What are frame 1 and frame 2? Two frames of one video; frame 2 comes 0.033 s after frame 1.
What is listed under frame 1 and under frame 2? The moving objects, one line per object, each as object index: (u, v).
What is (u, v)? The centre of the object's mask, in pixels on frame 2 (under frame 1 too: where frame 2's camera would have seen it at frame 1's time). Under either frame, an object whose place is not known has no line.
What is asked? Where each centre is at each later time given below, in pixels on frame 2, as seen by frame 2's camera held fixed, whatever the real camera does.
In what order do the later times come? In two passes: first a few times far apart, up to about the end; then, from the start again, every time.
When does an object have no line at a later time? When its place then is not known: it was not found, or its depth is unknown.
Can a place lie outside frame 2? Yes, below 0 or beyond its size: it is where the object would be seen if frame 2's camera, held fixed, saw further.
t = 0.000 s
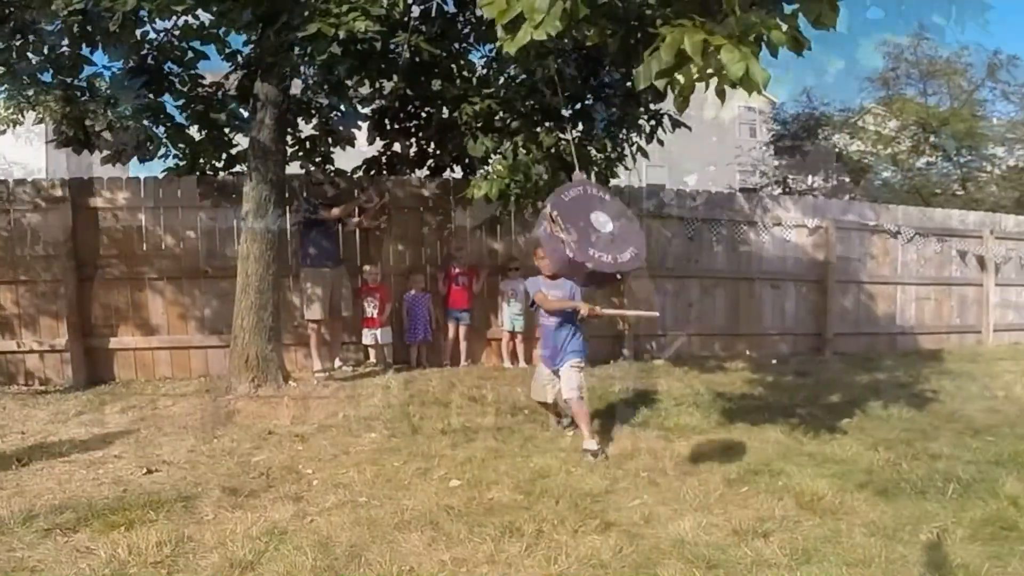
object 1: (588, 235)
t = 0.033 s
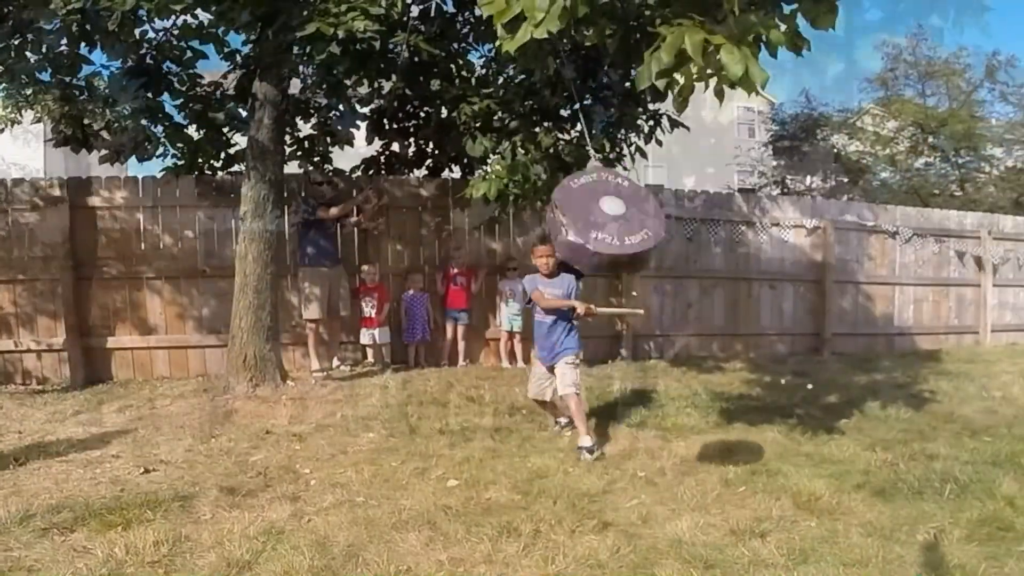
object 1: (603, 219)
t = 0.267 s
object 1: (689, 85)
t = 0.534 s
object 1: (699, 29)
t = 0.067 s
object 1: (622, 205)
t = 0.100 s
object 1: (638, 184)
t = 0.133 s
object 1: (652, 161)
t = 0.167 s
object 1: (665, 139)
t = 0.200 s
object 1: (673, 118)
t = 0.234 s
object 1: (680, 101)
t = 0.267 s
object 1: (689, 85)
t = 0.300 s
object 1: (696, 73)
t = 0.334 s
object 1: (705, 61)
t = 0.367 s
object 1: (708, 47)
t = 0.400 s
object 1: (712, 36)
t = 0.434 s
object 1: (713, 29)
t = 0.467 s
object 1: (711, 26)
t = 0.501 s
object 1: (705, 26)
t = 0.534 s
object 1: (699, 29)
